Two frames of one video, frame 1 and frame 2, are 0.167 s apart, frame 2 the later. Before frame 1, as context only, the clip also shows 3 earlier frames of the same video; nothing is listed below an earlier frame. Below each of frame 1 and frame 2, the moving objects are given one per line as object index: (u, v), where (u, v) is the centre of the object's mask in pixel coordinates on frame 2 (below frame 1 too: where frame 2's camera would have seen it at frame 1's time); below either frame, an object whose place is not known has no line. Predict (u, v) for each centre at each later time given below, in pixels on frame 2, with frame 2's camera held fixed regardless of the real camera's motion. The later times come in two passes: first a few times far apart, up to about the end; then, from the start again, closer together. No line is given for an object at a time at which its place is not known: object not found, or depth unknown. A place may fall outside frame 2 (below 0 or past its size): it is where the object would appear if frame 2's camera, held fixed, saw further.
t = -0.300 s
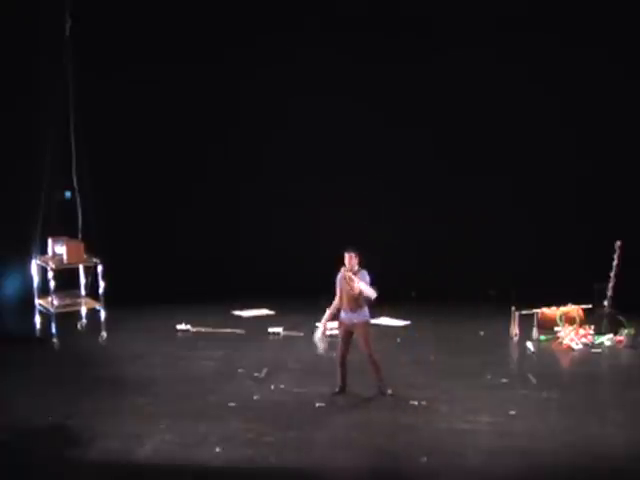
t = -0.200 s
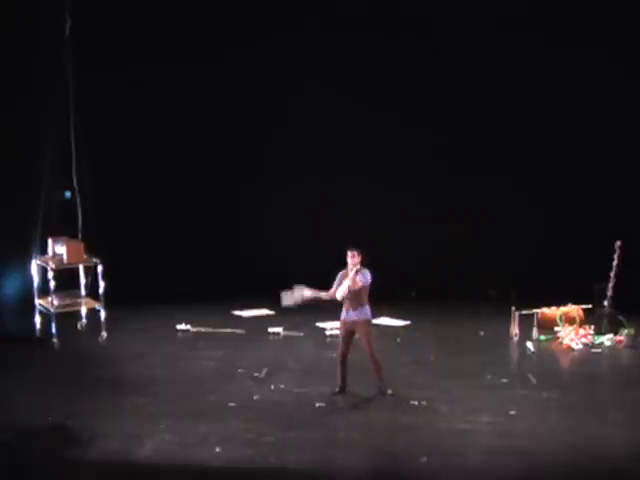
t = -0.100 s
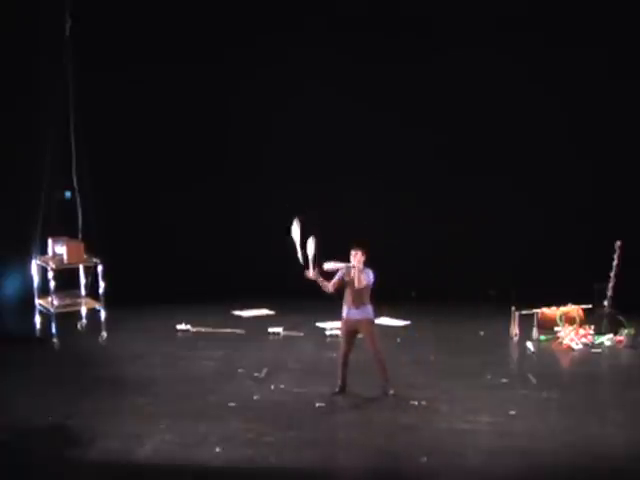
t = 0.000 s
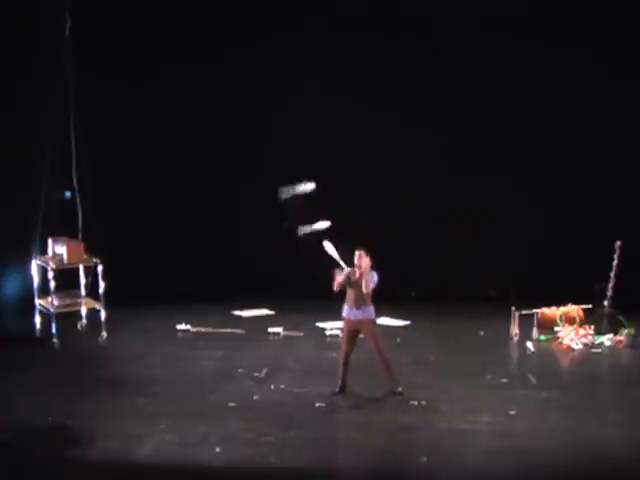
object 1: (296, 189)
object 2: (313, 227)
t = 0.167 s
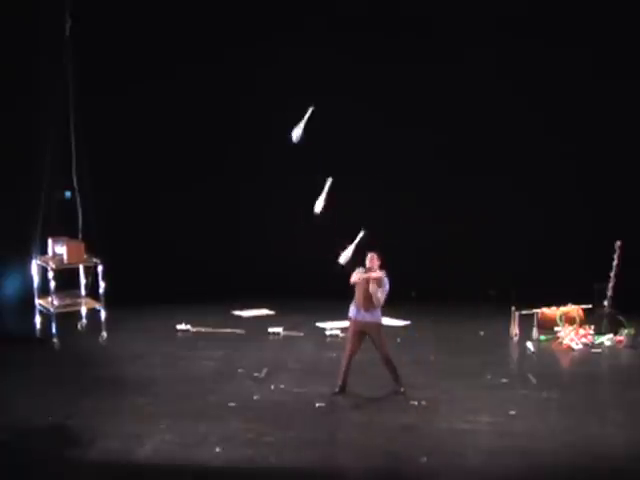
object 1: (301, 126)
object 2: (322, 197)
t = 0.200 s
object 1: (301, 116)
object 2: (324, 193)
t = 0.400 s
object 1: (304, 76)
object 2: (332, 192)
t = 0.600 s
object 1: (307, 67)
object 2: (339, 223)
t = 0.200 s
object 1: (301, 116)
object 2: (324, 193)
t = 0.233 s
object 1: (301, 107)
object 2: (325, 191)
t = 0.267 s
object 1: (301, 98)
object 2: (326, 190)
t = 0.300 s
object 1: (302, 90)
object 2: (328, 190)
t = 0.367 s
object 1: (304, 80)
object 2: (330, 190)
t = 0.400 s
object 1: (304, 76)
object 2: (332, 192)
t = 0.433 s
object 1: (304, 73)
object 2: (334, 195)
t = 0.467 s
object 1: (304, 69)
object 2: (335, 199)
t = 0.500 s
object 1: (305, 67)
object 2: (336, 204)
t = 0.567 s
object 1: (306, 66)
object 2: (337, 215)
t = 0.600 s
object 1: (307, 67)
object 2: (339, 223)
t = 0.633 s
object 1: (308, 69)
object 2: (340, 230)
